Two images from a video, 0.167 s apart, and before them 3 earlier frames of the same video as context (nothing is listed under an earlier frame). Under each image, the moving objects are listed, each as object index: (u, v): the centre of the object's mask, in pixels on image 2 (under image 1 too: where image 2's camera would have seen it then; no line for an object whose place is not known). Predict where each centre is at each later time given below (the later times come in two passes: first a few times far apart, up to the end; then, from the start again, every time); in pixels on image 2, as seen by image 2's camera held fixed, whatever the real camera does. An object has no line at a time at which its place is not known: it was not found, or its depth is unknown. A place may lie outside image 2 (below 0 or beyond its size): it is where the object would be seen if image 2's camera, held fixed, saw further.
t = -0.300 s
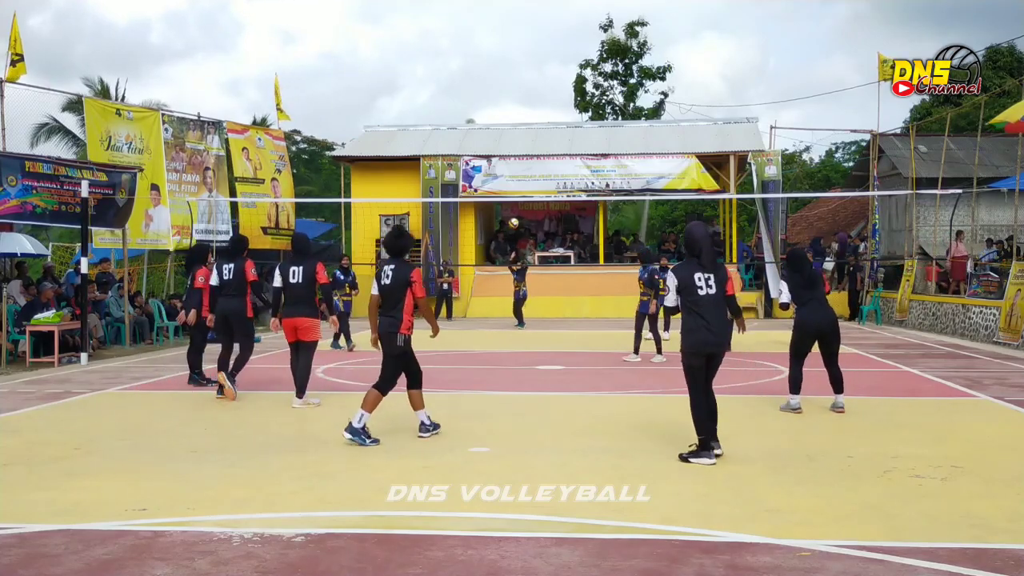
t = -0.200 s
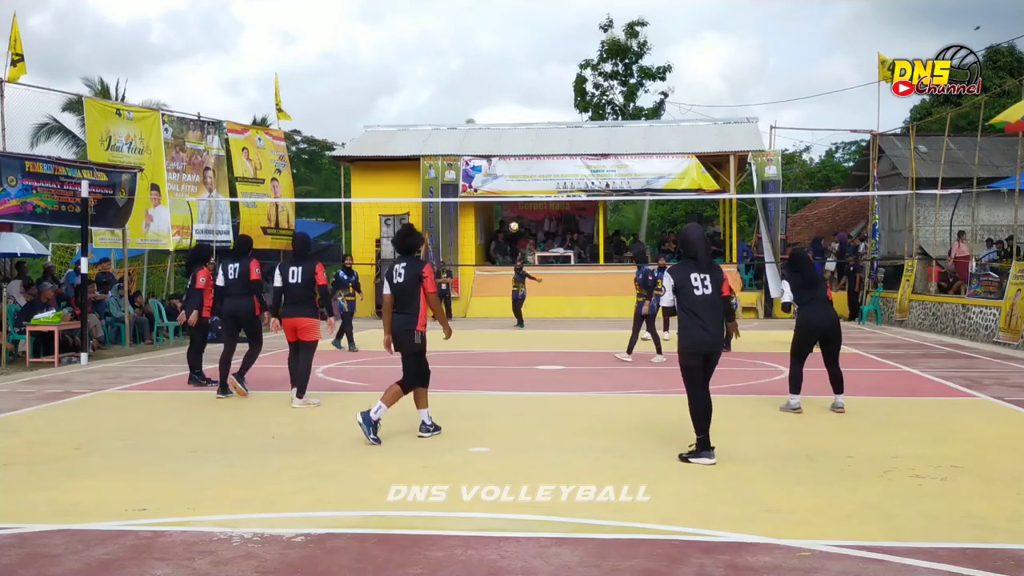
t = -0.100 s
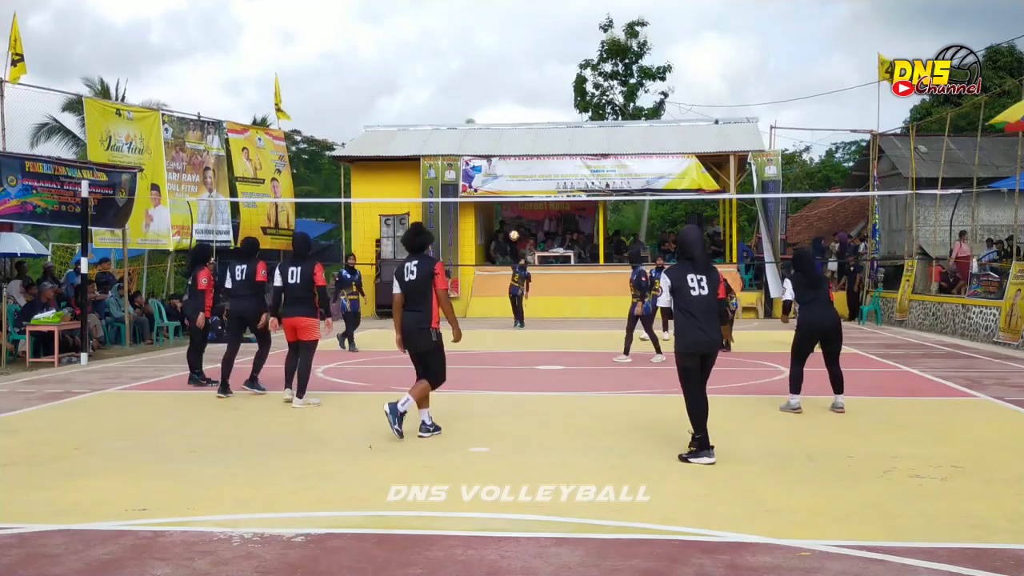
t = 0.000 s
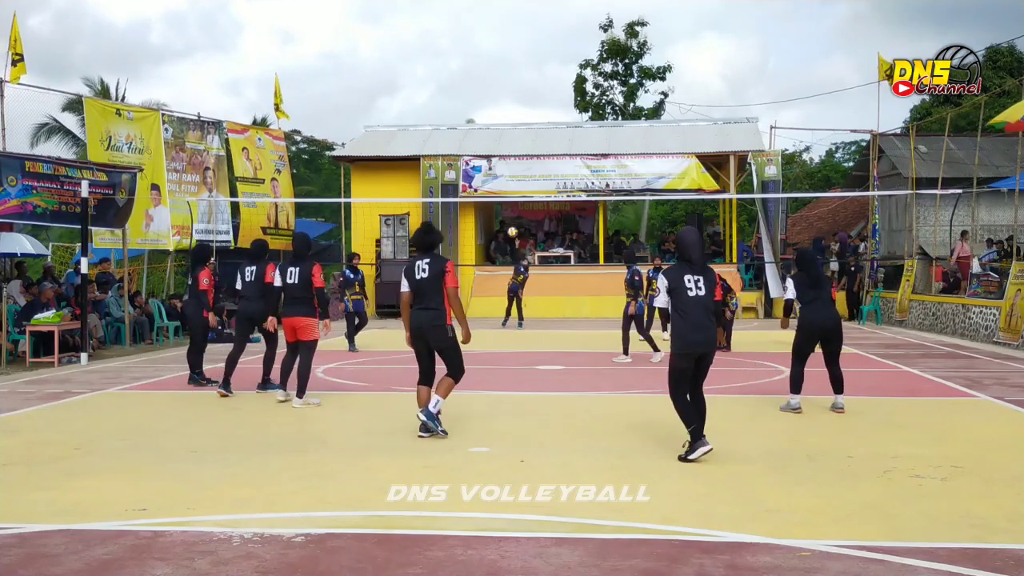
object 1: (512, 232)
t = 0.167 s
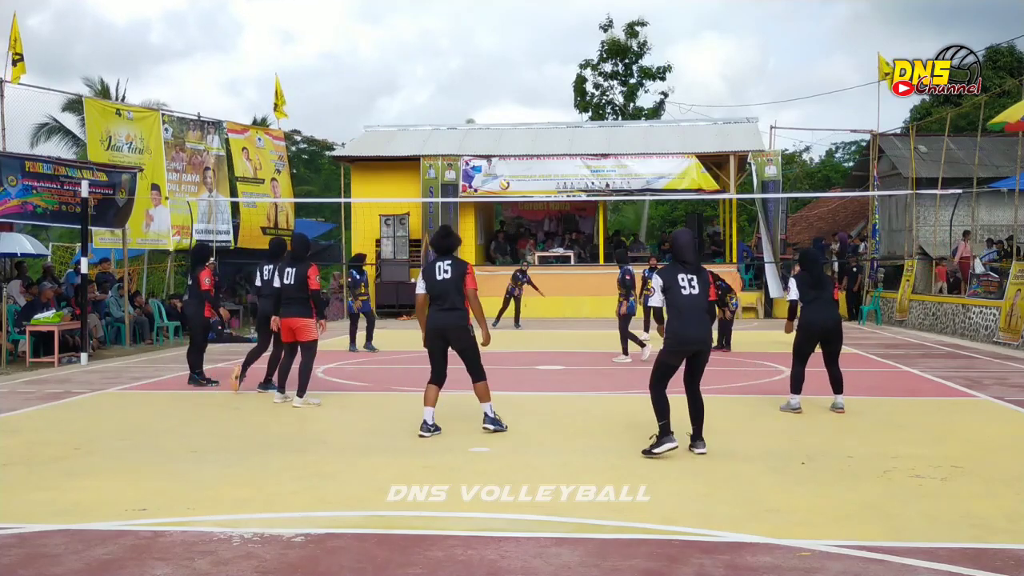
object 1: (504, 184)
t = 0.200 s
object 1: (503, 176)
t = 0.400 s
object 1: (496, 125)
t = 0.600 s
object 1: (490, 87)
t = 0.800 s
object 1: (484, 68)
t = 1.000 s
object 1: (475, 73)
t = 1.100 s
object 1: (468, 93)
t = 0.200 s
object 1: (503, 176)
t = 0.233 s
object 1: (502, 166)
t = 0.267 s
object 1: (500, 158)
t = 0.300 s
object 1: (499, 149)
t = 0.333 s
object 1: (498, 141)
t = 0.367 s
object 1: (497, 133)
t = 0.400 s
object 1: (496, 125)
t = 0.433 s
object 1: (495, 118)
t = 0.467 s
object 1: (494, 111)
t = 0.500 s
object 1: (493, 104)
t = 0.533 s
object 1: (492, 98)
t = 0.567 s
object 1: (491, 93)
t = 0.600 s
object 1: (490, 87)
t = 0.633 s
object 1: (489, 83)
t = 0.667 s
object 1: (487, 78)
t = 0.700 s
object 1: (487, 75)
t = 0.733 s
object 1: (486, 72)
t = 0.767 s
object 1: (485, 70)
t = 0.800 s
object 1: (484, 68)
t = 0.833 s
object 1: (483, 67)
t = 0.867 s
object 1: (482, 66)
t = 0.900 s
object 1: (481, 66)
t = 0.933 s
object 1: (479, 68)
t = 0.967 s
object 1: (477, 70)
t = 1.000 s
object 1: (475, 73)
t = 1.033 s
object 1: (473, 78)
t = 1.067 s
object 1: (471, 85)
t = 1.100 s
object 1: (468, 93)
